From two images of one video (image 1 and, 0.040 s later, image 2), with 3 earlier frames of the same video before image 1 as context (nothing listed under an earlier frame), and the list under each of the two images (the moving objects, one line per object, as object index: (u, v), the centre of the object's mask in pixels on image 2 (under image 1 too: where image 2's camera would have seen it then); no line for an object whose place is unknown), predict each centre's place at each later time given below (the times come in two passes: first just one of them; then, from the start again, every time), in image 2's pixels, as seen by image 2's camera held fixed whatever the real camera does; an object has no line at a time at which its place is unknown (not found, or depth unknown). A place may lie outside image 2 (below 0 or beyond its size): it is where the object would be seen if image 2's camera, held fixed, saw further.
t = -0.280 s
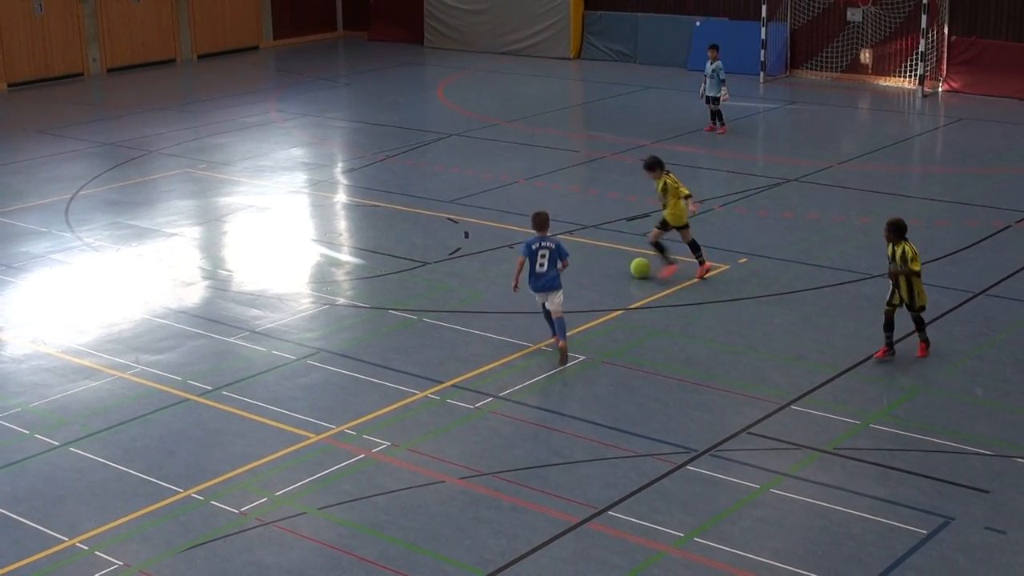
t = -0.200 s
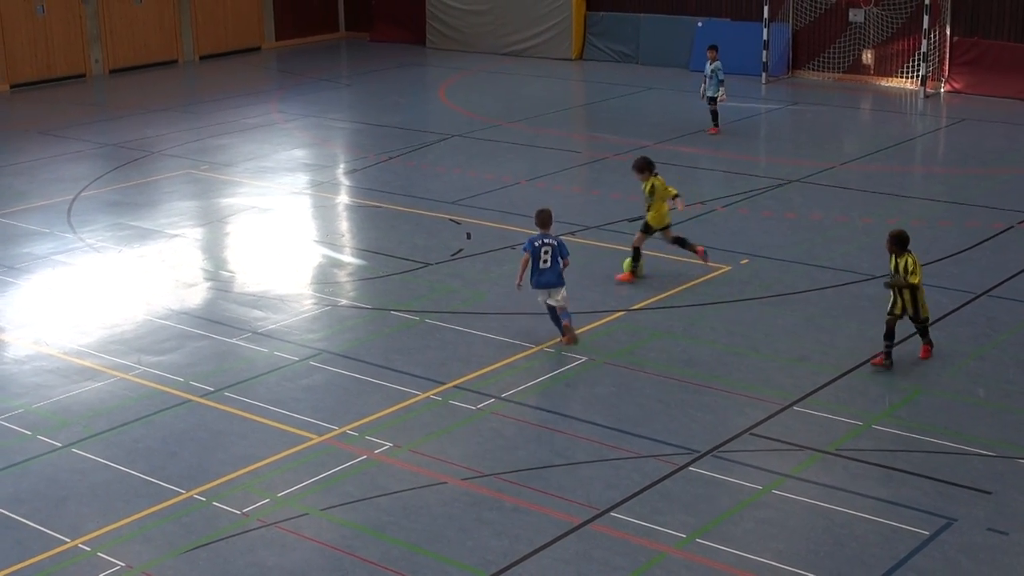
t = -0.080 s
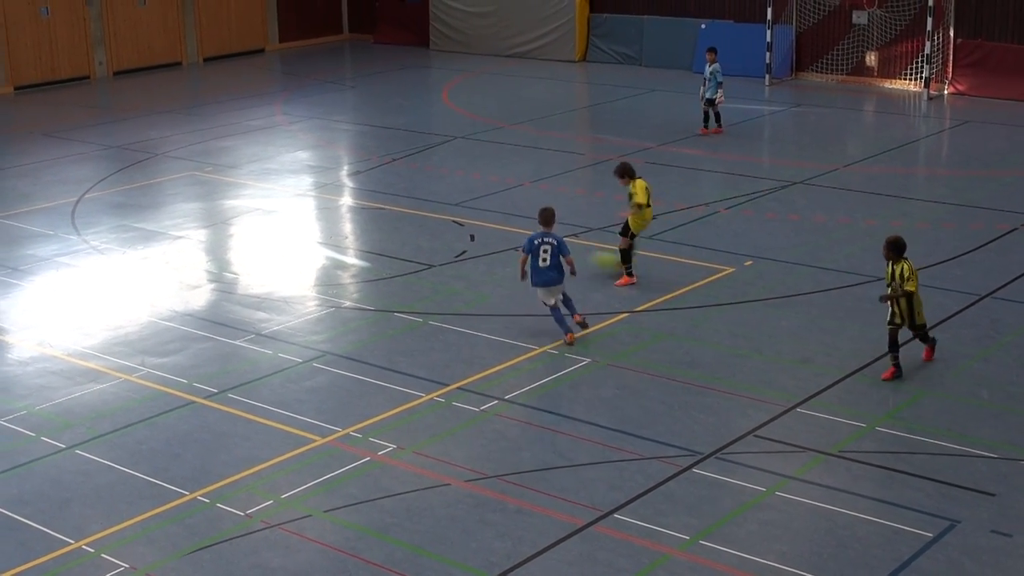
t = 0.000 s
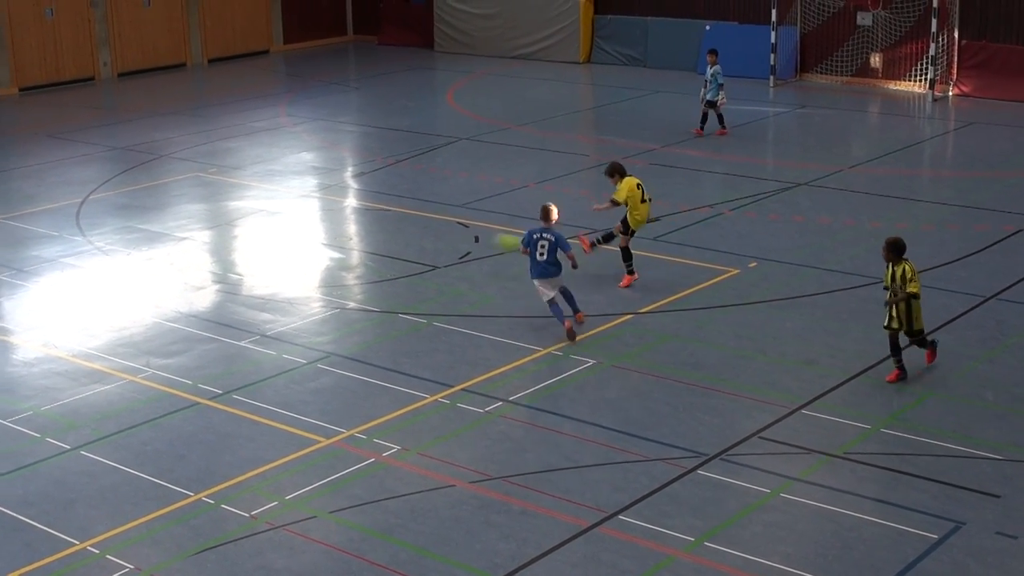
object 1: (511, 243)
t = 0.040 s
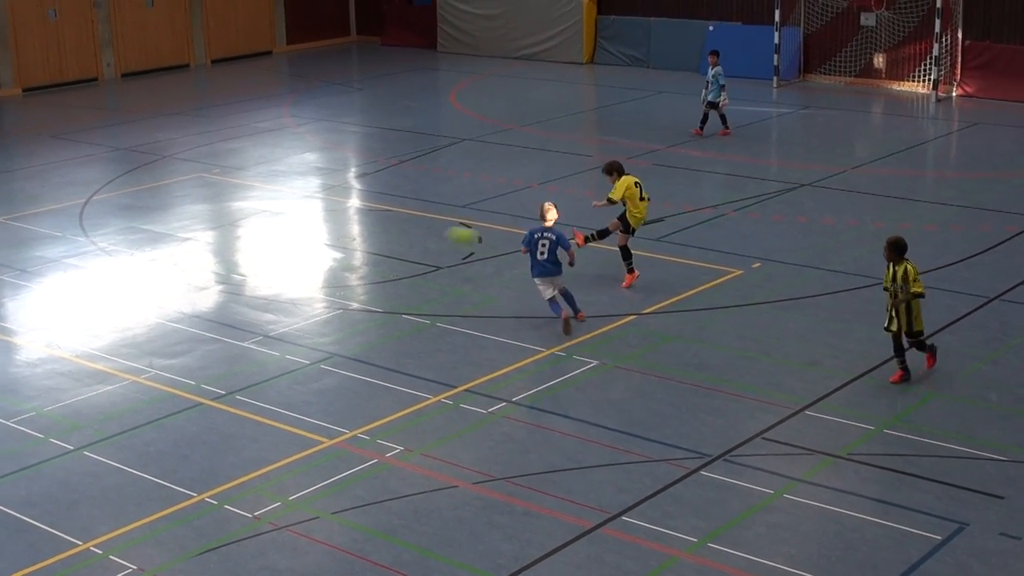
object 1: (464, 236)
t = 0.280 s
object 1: (182, 224)
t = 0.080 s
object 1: (409, 229)
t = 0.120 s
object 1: (366, 226)
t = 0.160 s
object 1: (318, 222)
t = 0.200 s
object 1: (272, 220)
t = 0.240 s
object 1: (227, 223)
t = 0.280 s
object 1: (182, 224)
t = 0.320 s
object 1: (138, 227)
